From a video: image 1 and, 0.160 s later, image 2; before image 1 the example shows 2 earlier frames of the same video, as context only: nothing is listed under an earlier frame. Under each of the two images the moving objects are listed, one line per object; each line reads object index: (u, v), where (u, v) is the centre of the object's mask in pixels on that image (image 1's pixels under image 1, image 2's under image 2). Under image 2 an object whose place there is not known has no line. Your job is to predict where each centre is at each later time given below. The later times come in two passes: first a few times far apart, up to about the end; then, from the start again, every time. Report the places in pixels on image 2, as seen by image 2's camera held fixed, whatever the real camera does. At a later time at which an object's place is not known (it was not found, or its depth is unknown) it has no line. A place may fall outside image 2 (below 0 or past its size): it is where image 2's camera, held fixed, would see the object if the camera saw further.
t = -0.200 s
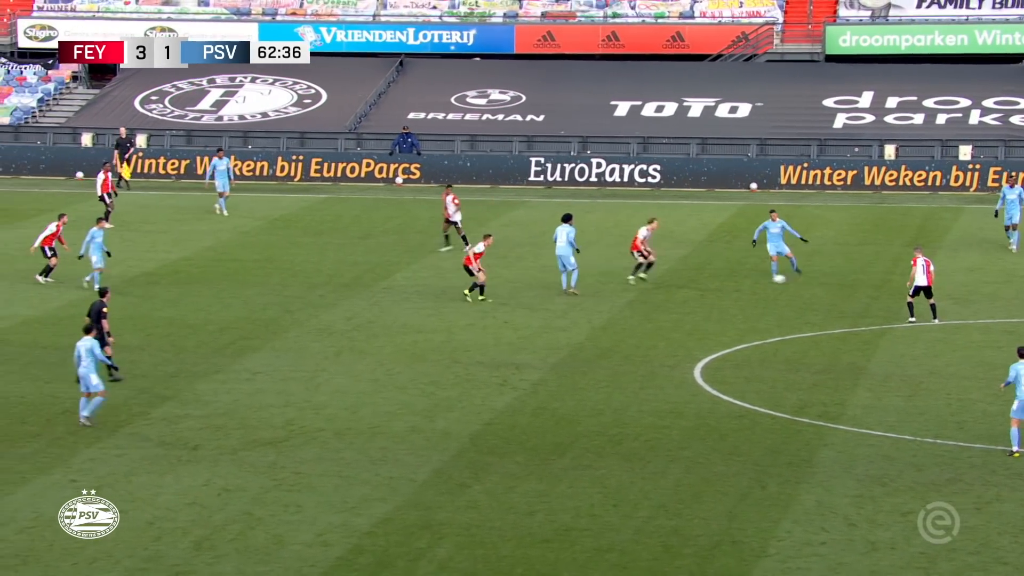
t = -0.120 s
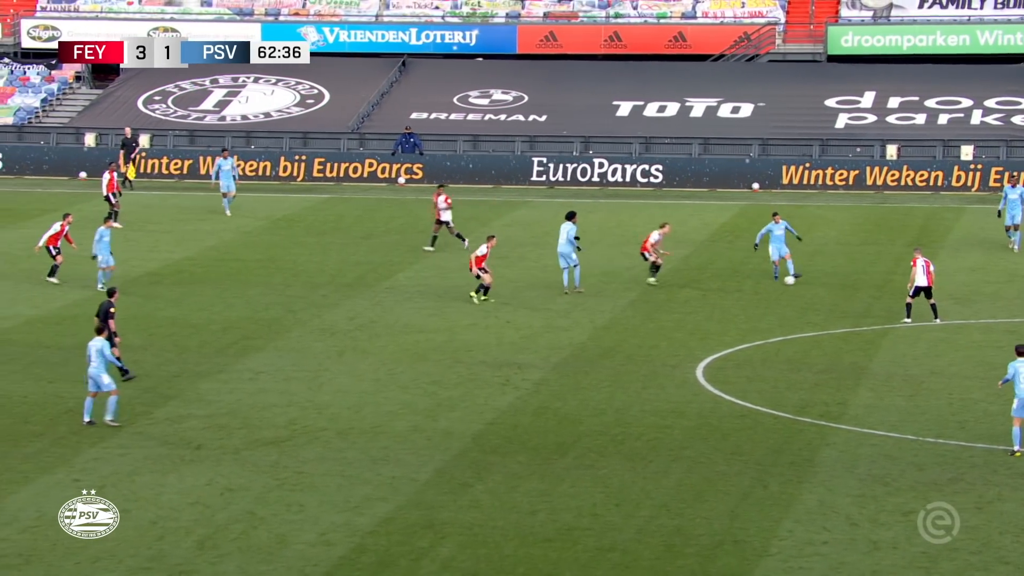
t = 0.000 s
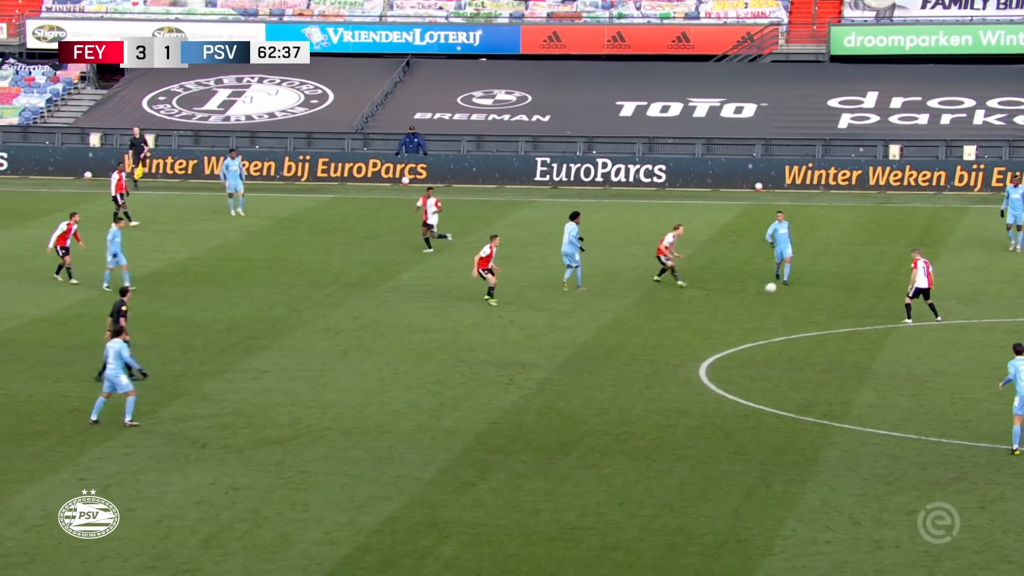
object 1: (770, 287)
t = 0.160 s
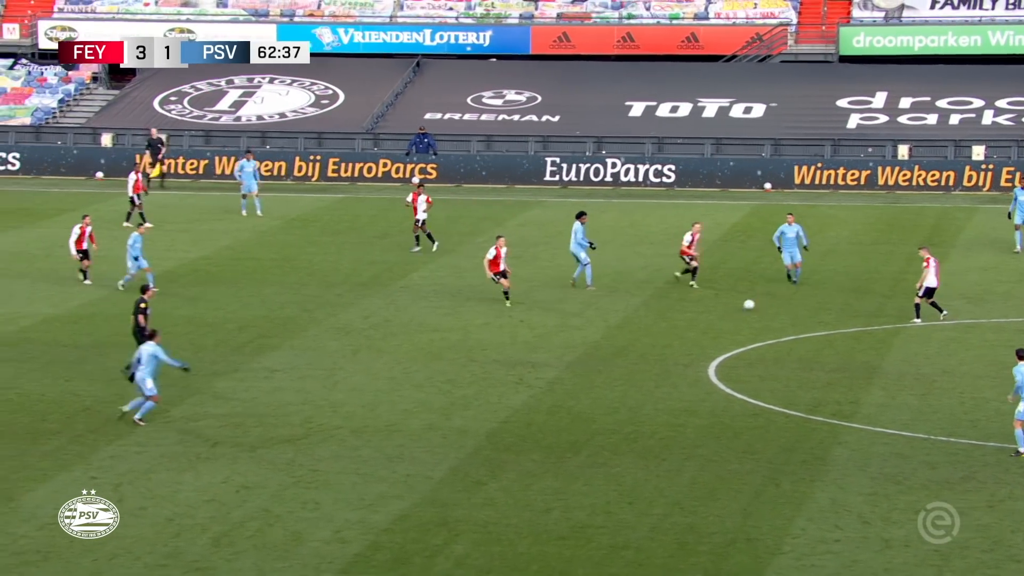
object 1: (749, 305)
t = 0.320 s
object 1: (716, 322)
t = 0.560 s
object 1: (665, 340)
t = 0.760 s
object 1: (624, 355)
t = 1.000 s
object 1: (577, 371)
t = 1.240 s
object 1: (531, 388)
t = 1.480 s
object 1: (485, 404)
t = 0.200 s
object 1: (740, 308)
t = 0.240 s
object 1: (732, 312)
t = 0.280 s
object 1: (724, 317)
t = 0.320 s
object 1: (716, 322)
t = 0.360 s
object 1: (708, 324)
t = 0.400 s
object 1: (699, 326)
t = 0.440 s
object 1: (691, 330)
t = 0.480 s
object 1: (682, 334)
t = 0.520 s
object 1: (673, 339)
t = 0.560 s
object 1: (665, 340)
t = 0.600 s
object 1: (657, 342)
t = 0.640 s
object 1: (649, 345)
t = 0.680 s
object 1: (641, 350)
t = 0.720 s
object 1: (632, 353)
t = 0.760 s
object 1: (624, 355)
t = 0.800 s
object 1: (616, 356)
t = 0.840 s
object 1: (608, 360)
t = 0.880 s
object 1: (600, 364)
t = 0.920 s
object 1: (592, 368)
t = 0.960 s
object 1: (585, 370)
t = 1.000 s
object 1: (577, 371)
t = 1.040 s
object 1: (569, 374)
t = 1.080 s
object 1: (562, 377)
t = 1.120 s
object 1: (554, 381)
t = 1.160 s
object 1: (546, 383)
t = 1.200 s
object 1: (538, 385)
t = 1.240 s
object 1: (531, 388)
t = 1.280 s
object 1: (524, 392)
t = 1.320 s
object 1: (516, 394)
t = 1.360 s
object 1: (508, 396)
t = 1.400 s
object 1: (500, 398)
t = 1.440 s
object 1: (492, 402)
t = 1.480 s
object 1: (485, 404)
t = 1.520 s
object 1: (478, 406)
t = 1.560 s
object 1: (471, 408)
